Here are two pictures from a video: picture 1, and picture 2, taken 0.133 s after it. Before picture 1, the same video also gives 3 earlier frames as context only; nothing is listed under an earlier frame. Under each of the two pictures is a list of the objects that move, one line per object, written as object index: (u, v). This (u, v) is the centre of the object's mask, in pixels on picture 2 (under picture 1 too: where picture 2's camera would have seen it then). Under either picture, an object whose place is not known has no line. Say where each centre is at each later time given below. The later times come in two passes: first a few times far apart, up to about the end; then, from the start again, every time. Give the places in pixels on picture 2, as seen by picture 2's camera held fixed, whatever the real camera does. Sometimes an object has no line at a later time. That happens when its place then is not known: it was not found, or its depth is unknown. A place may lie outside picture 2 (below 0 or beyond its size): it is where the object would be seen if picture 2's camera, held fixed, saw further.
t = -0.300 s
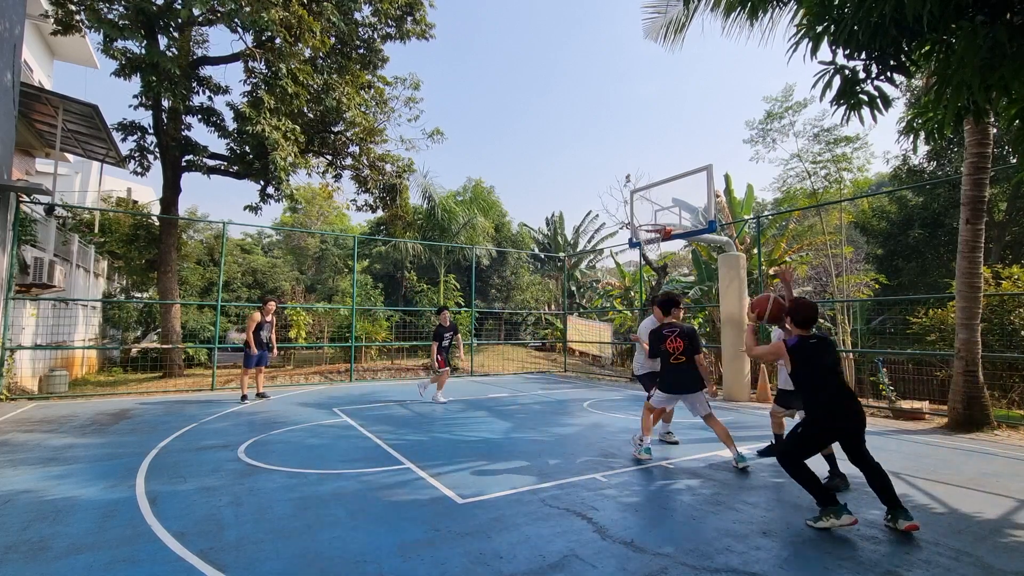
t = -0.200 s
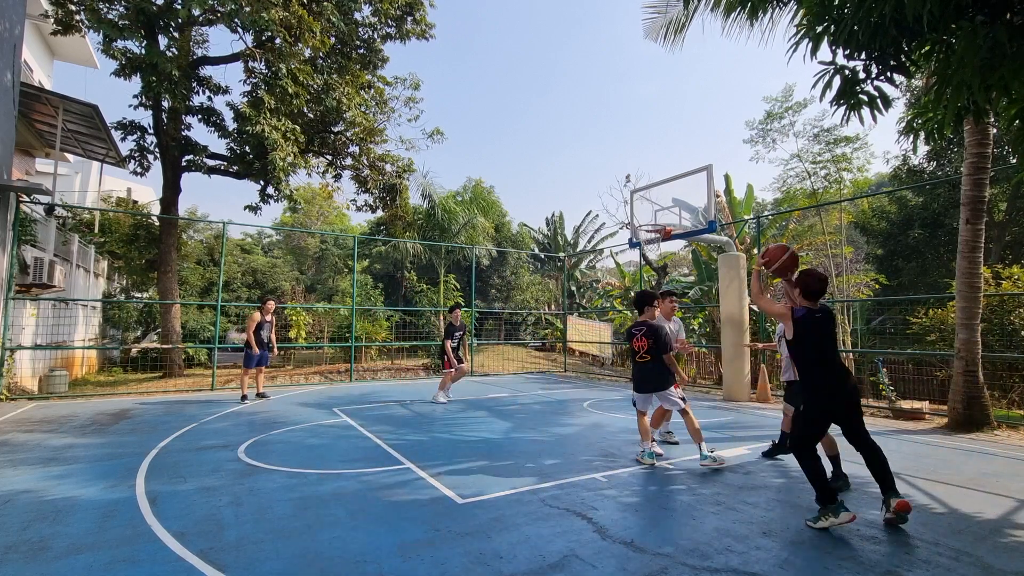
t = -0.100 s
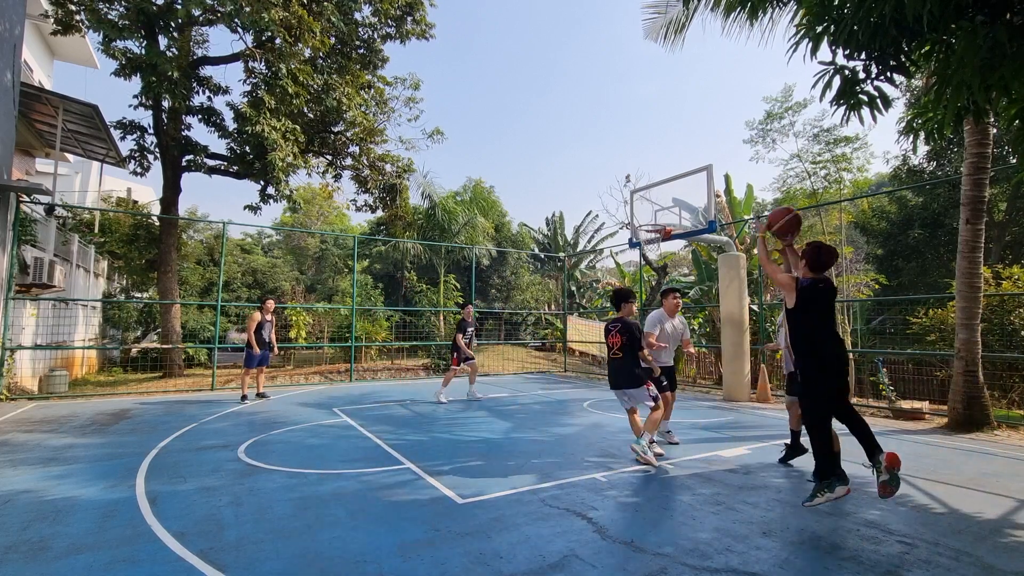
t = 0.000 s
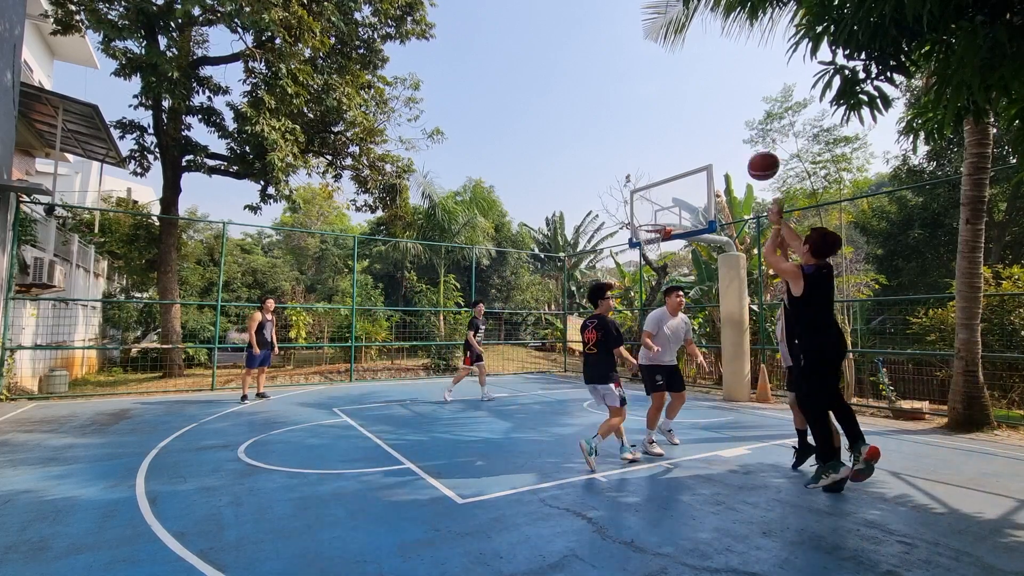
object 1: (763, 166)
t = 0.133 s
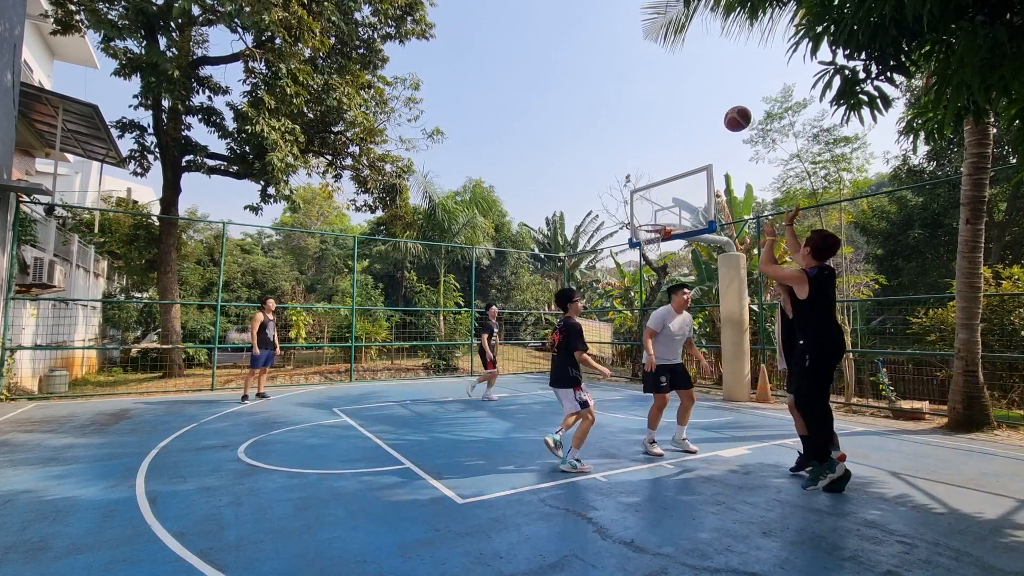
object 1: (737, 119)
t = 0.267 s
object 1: (718, 97)
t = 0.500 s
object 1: (692, 100)
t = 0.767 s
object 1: (672, 146)
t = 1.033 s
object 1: (657, 218)
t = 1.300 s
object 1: (651, 210)
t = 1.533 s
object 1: (637, 222)
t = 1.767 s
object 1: (622, 262)
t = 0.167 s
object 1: (732, 111)
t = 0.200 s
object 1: (727, 105)
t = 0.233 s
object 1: (722, 100)
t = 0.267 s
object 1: (718, 97)
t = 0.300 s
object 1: (714, 95)
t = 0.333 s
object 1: (710, 93)
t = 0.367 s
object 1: (706, 93)
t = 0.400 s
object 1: (702, 93)
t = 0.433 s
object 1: (699, 95)
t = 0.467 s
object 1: (696, 97)
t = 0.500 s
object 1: (692, 100)
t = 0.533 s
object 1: (689, 104)
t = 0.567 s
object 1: (686, 109)
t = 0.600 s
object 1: (684, 113)
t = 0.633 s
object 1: (681, 119)
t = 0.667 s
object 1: (679, 125)
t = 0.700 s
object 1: (676, 131)
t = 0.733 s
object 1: (674, 138)
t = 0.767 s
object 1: (672, 146)
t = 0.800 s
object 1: (669, 153)
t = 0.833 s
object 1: (667, 162)
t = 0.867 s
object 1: (665, 171)
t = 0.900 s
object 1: (663, 180)
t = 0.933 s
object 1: (662, 190)
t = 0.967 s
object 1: (660, 199)
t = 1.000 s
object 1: (658, 209)
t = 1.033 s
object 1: (657, 218)
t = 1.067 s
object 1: (656, 215)
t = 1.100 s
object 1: (655, 212)
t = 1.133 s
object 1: (654, 211)
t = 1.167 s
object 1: (654, 209)
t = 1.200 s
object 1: (653, 209)
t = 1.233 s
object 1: (652, 209)
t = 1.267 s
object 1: (652, 209)
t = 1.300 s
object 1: (651, 210)
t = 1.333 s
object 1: (651, 212)
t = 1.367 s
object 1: (648, 212)
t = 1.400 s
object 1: (646, 213)
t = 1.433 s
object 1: (644, 214)
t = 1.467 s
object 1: (642, 217)
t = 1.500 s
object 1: (639, 219)
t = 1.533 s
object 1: (637, 222)
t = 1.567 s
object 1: (634, 225)
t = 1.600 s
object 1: (632, 230)
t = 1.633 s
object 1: (631, 236)
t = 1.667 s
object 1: (628, 241)
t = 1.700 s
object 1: (626, 247)
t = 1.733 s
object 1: (623, 254)
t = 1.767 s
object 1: (622, 262)
